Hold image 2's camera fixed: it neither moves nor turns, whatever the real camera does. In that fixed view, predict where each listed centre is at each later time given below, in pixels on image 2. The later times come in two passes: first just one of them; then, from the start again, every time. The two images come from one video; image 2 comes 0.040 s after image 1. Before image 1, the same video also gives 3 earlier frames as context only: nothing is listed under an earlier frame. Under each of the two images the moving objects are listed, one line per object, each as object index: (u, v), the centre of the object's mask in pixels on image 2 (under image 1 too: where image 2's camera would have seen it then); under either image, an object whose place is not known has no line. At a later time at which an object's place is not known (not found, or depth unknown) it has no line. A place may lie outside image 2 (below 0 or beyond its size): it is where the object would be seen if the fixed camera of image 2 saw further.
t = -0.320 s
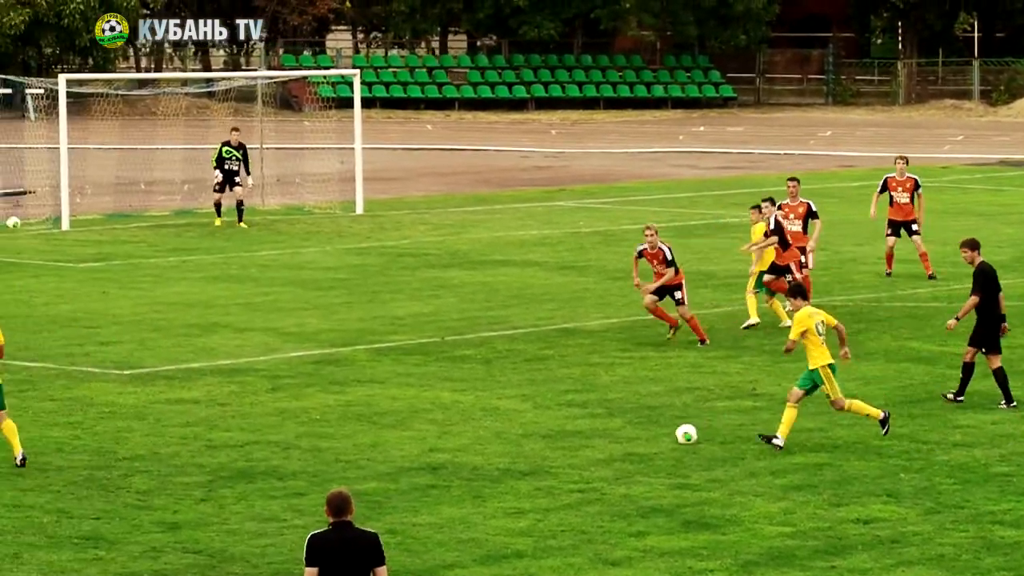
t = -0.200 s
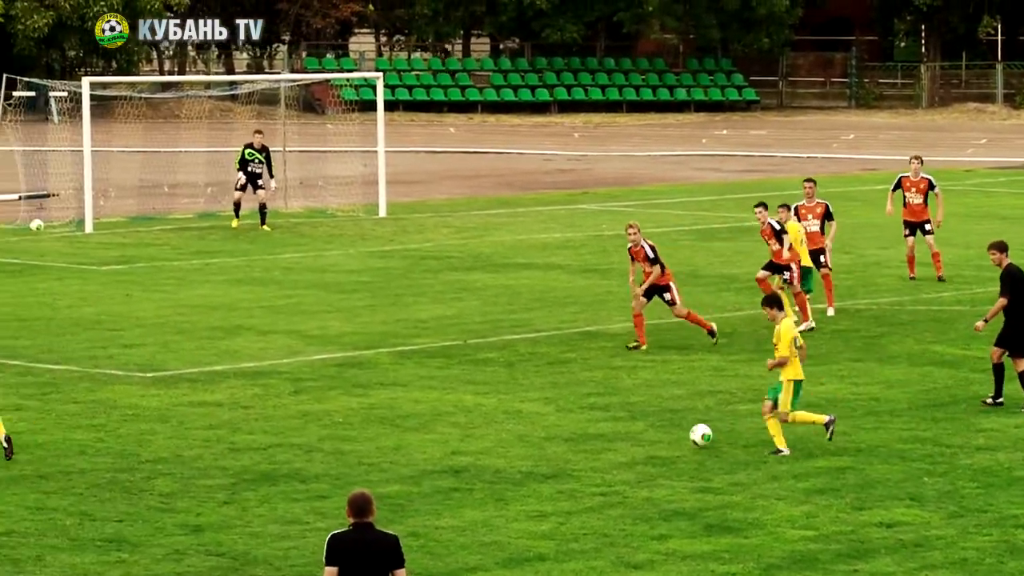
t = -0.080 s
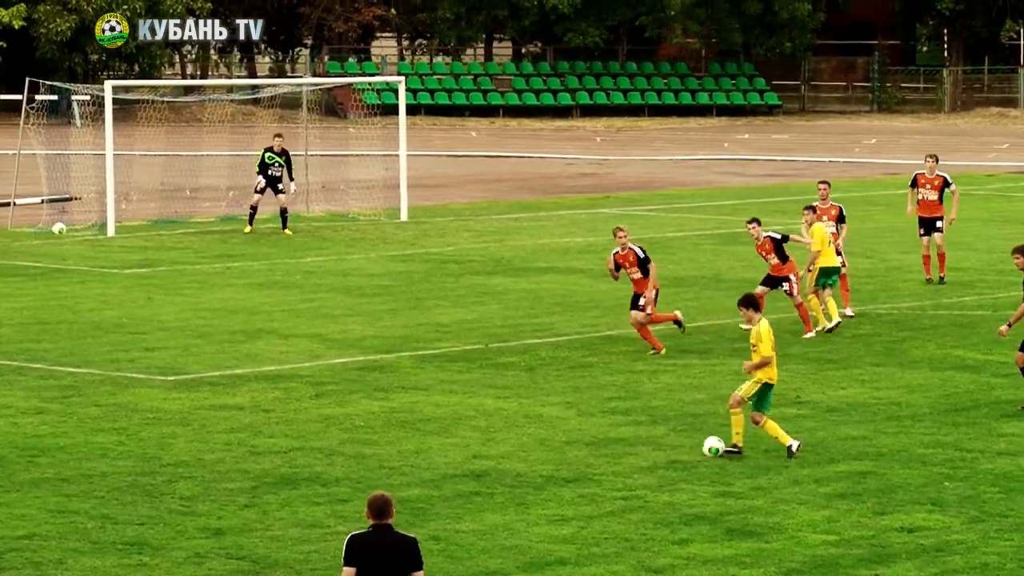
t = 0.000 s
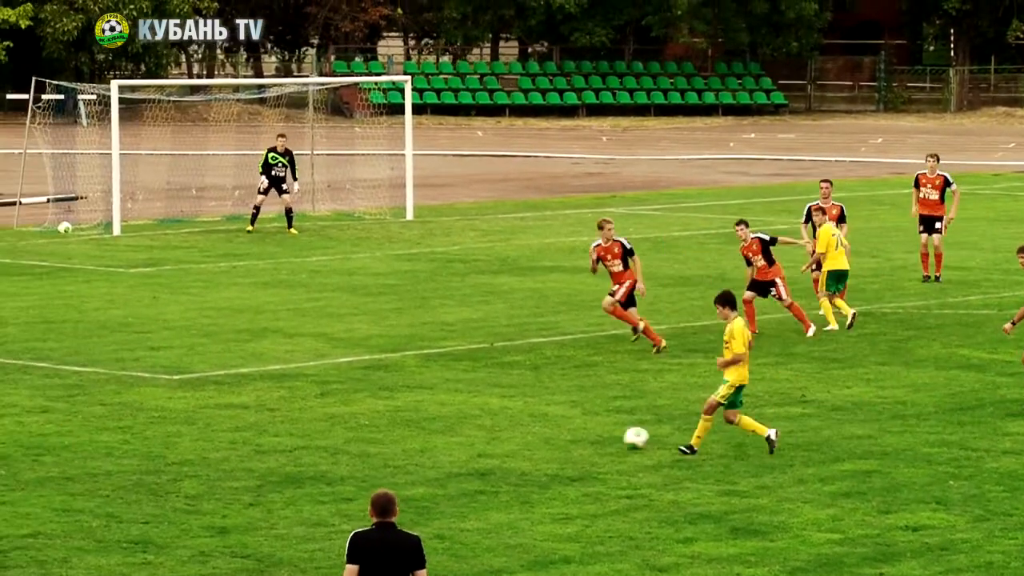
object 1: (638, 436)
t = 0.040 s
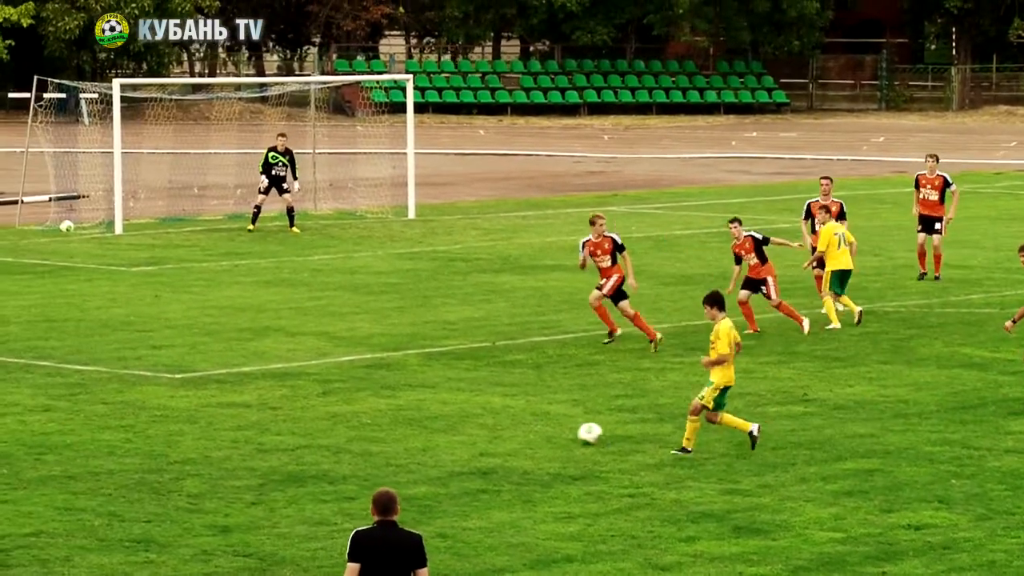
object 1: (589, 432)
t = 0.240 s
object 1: (374, 420)
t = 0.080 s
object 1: (542, 431)
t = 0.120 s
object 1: (496, 430)
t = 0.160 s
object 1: (453, 426)
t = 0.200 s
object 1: (414, 423)
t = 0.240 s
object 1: (374, 420)
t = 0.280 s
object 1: (336, 418)
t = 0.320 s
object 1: (298, 417)
